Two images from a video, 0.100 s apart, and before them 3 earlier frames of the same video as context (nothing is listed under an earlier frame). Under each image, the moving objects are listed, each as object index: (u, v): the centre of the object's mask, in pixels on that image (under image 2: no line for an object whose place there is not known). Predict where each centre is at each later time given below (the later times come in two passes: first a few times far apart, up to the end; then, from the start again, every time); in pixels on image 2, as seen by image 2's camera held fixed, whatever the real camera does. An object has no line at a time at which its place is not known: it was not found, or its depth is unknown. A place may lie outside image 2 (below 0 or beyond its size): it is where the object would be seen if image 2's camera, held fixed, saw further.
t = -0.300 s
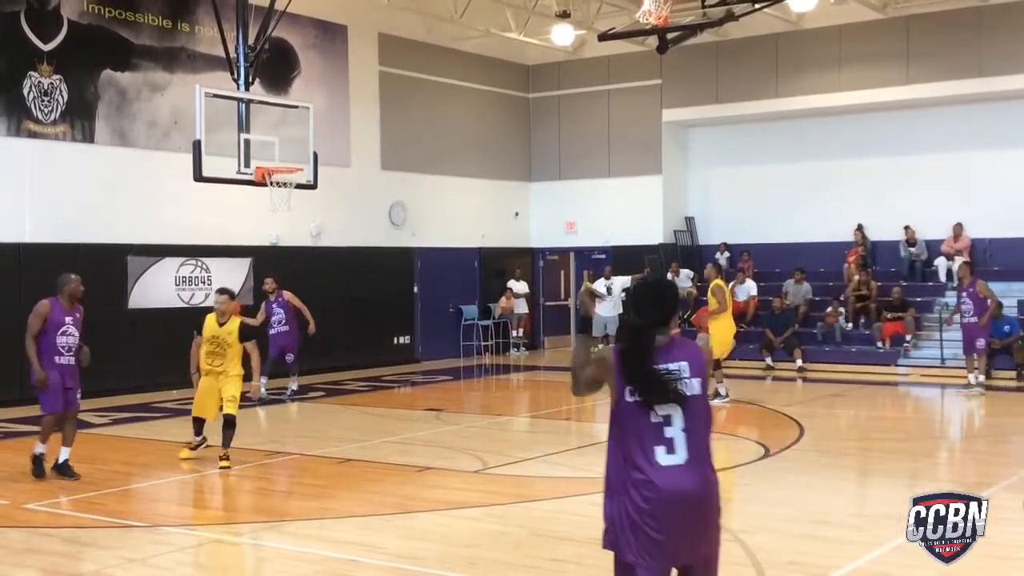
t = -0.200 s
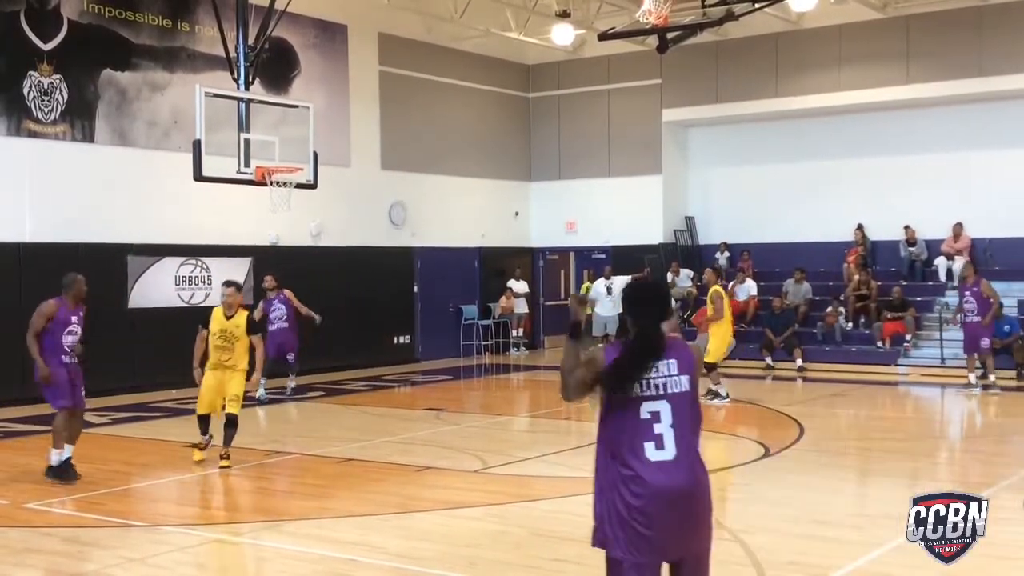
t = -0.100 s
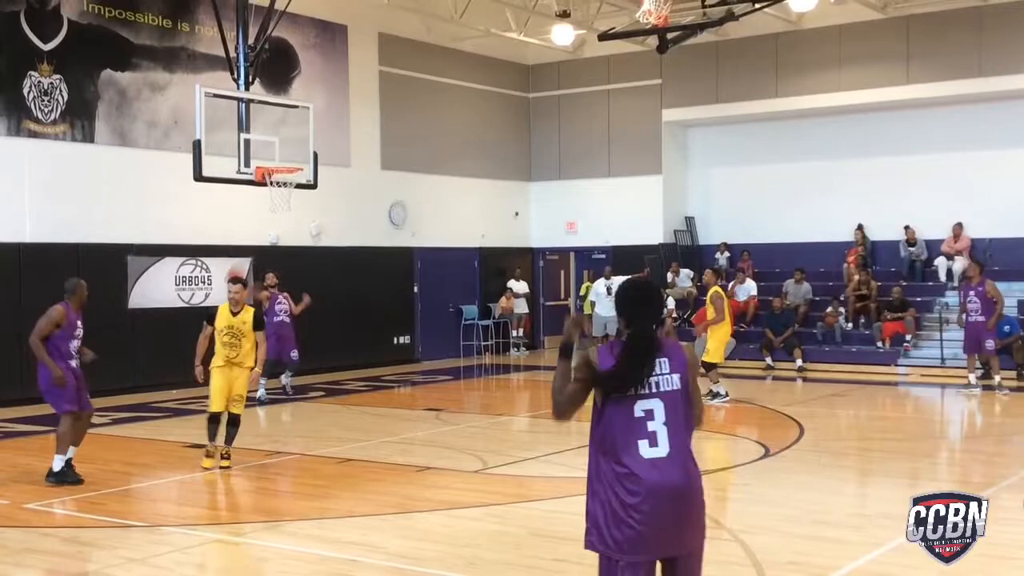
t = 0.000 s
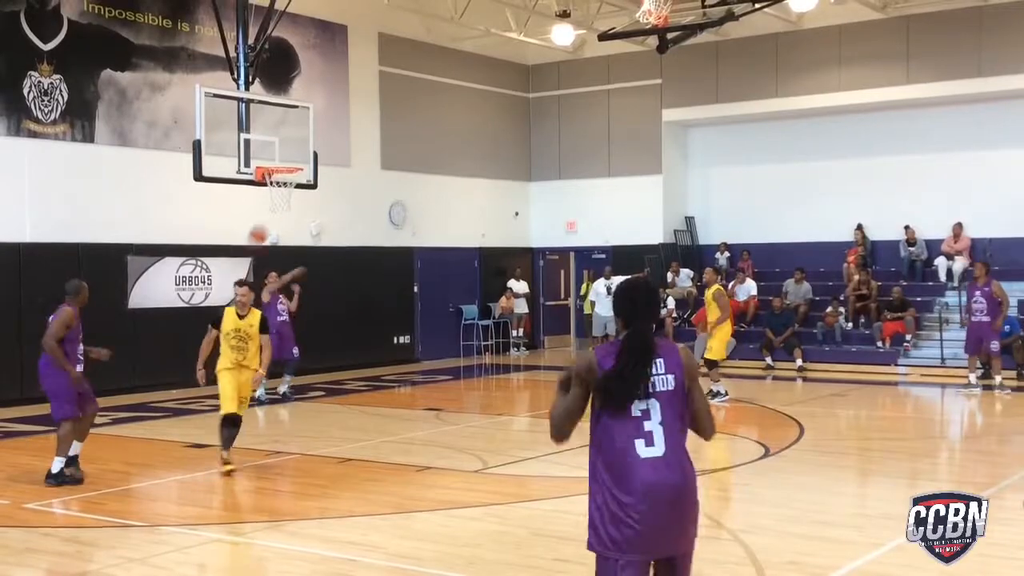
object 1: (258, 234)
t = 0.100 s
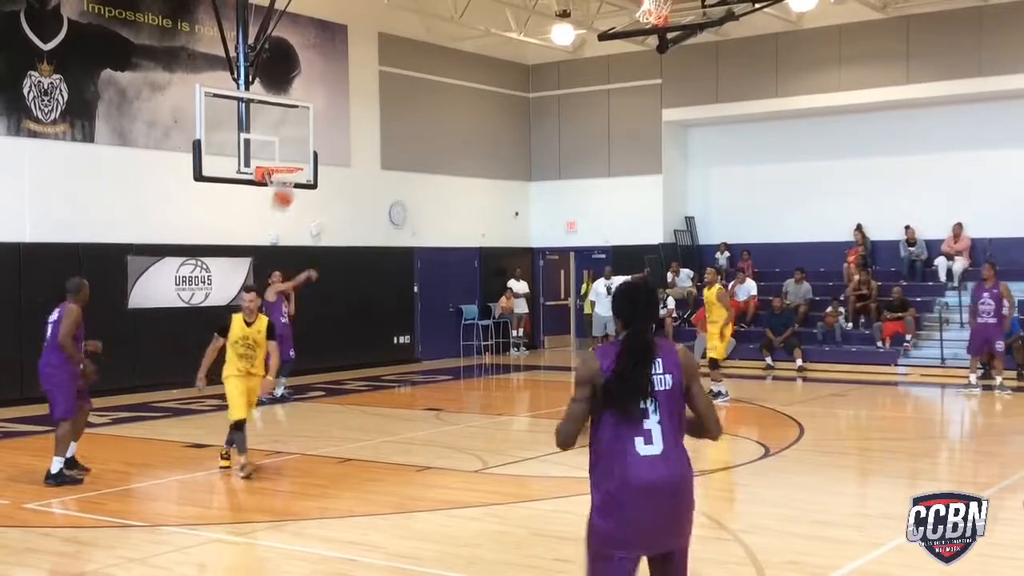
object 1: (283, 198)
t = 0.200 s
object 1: (309, 165)
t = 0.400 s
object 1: (371, 115)
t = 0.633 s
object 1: (472, 88)
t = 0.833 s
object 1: (603, 119)
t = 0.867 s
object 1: (633, 131)
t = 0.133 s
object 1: (291, 188)
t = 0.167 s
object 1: (300, 178)
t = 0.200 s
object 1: (309, 165)
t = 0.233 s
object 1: (320, 156)
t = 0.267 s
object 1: (329, 147)
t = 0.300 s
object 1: (339, 138)
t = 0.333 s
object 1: (349, 130)
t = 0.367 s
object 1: (360, 122)
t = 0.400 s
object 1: (371, 115)
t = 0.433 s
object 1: (384, 109)
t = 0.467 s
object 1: (396, 102)
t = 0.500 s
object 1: (408, 98)
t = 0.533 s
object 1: (423, 94)
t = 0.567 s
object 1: (437, 91)
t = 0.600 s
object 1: (454, 89)
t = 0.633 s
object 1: (472, 88)
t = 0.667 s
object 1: (491, 90)
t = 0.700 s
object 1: (512, 92)
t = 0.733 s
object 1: (532, 94)
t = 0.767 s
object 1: (555, 102)
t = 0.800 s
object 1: (580, 109)
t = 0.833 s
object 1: (603, 119)
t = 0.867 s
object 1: (633, 131)
